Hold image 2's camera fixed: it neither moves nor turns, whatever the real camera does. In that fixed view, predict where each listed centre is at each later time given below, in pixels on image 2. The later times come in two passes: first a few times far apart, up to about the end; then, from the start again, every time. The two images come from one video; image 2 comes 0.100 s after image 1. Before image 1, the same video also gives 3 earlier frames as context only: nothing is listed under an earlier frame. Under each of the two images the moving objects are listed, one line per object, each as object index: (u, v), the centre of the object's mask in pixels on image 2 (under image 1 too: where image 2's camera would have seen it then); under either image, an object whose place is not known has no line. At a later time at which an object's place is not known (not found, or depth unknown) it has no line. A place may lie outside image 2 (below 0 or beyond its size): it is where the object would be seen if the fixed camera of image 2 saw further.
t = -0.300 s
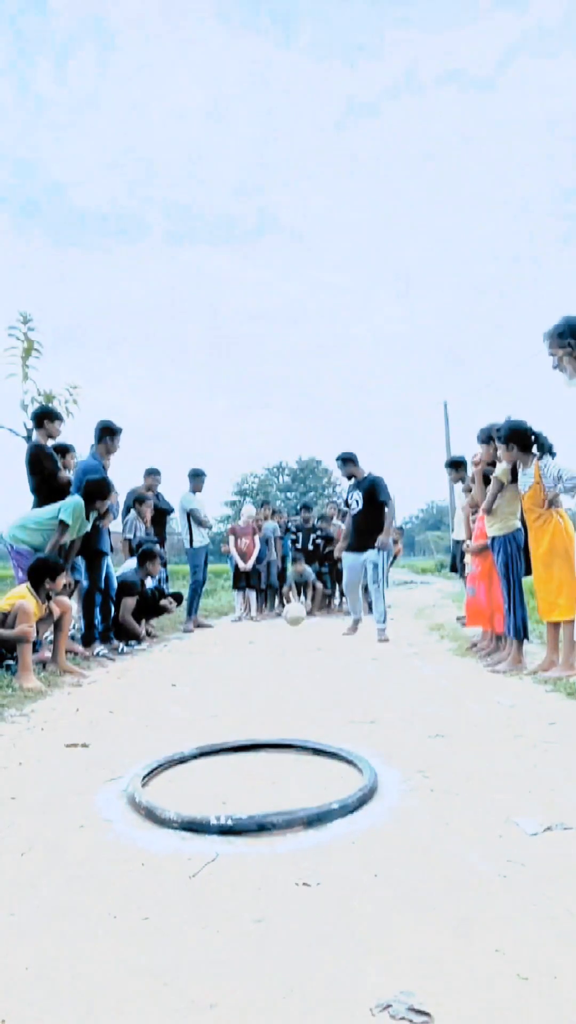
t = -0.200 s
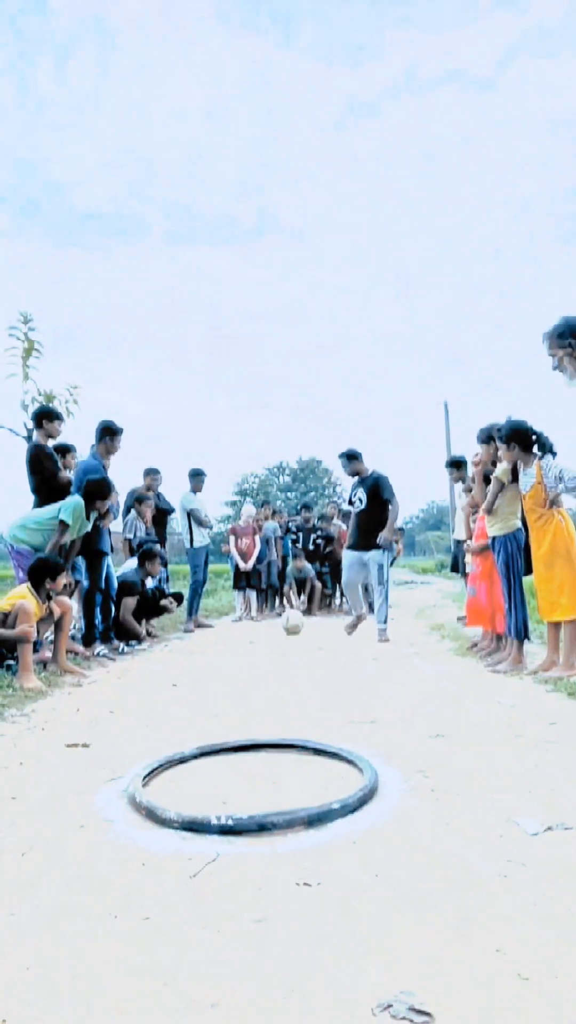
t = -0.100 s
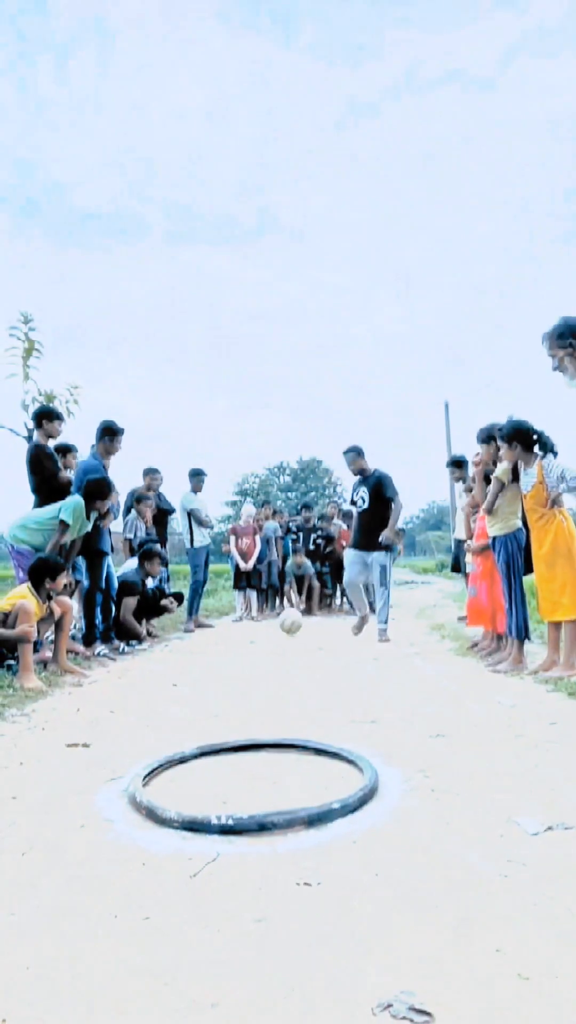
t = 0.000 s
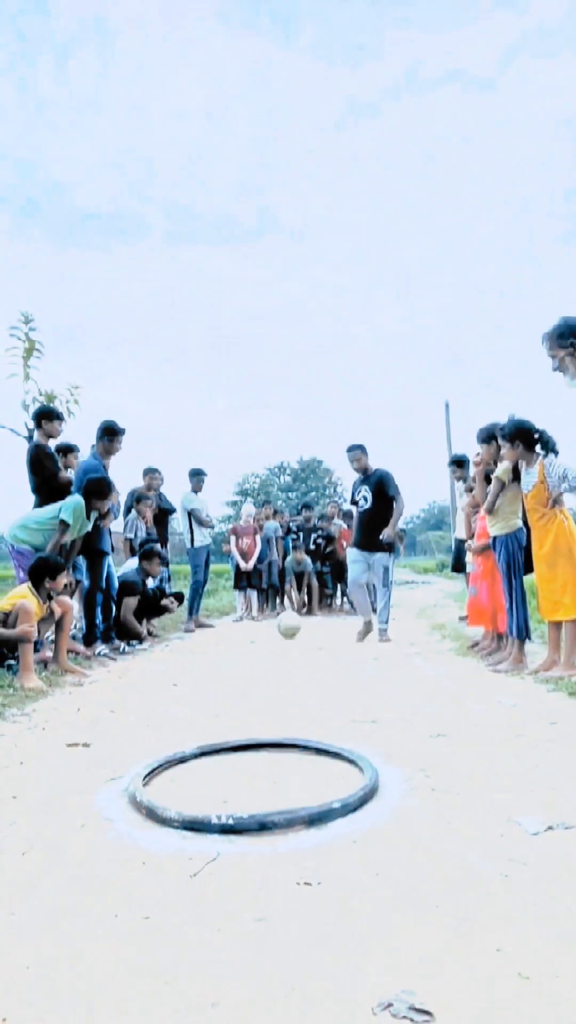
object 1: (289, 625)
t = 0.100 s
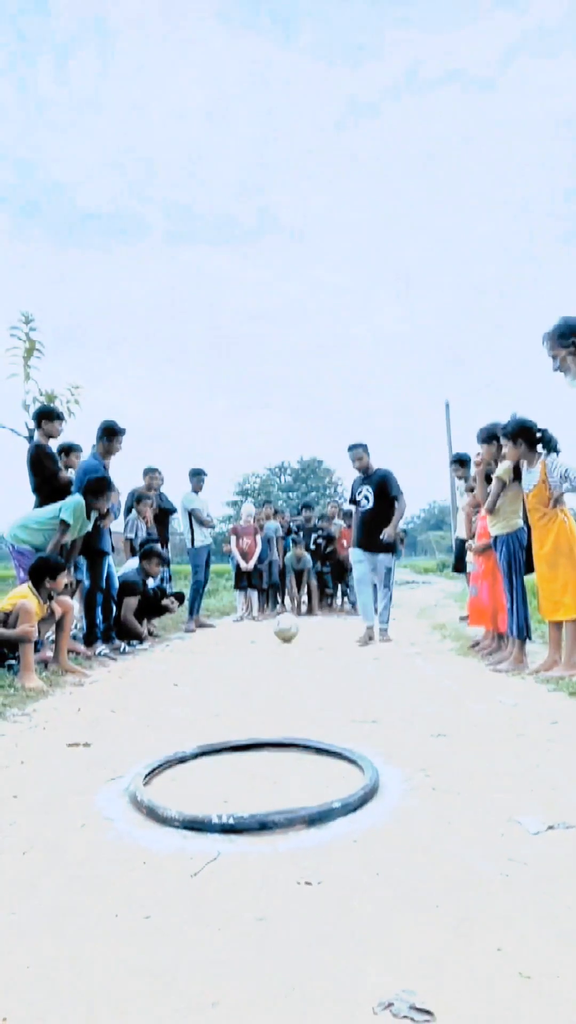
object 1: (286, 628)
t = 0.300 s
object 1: (279, 638)
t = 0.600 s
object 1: (267, 649)
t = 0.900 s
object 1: (248, 660)
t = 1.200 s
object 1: (226, 679)
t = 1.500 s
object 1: (193, 705)
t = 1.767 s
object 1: (144, 730)
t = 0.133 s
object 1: (284, 629)
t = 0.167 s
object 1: (283, 632)
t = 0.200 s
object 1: (282, 634)
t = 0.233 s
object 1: (282, 635)
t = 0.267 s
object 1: (281, 637)
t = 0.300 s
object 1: (279, 638)
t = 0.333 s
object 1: (278, 638)
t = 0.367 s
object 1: (277, 639)
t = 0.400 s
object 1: (276, 640)
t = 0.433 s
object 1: (275, 643)
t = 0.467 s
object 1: (273, 644)
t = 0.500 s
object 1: (272, 644)
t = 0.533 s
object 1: (269, 645)
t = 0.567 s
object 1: (267, 646)
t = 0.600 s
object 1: (267, 649)
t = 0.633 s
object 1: (264, 649)
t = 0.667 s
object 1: (263, 652)
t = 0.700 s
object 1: (261, 654)
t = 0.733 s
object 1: (258, 654)
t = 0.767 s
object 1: (257, 655)
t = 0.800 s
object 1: (255, 659)
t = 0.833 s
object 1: (253, 659)
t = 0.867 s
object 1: (250, 659)
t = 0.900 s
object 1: (248, 660)
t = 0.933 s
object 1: (246, 662)
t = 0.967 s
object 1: (245, 667)
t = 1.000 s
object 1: (242, 667)
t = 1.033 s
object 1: (240, 667)
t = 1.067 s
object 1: (238, 673)
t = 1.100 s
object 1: (235, 674)
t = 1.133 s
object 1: (232, 674)
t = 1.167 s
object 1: (231, 680)
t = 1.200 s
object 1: (226, 679)
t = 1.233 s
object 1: (224, 680)
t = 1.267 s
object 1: (221, 684)
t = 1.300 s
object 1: (215, 682)
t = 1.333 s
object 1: (213, 687)
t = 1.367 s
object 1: (209, 693)
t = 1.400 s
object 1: (203, 694)
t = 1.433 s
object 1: (201, 693)
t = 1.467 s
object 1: (197, 697)
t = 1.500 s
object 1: (193, 705)
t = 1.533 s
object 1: (187, 703)
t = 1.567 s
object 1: (183, 709)
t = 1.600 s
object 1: (174, 708)
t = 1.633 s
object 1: (170, 711)
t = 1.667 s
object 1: (164, 717)
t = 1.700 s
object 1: (159, 721)
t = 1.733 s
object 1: (151, 719)
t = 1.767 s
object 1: (144, 730)
